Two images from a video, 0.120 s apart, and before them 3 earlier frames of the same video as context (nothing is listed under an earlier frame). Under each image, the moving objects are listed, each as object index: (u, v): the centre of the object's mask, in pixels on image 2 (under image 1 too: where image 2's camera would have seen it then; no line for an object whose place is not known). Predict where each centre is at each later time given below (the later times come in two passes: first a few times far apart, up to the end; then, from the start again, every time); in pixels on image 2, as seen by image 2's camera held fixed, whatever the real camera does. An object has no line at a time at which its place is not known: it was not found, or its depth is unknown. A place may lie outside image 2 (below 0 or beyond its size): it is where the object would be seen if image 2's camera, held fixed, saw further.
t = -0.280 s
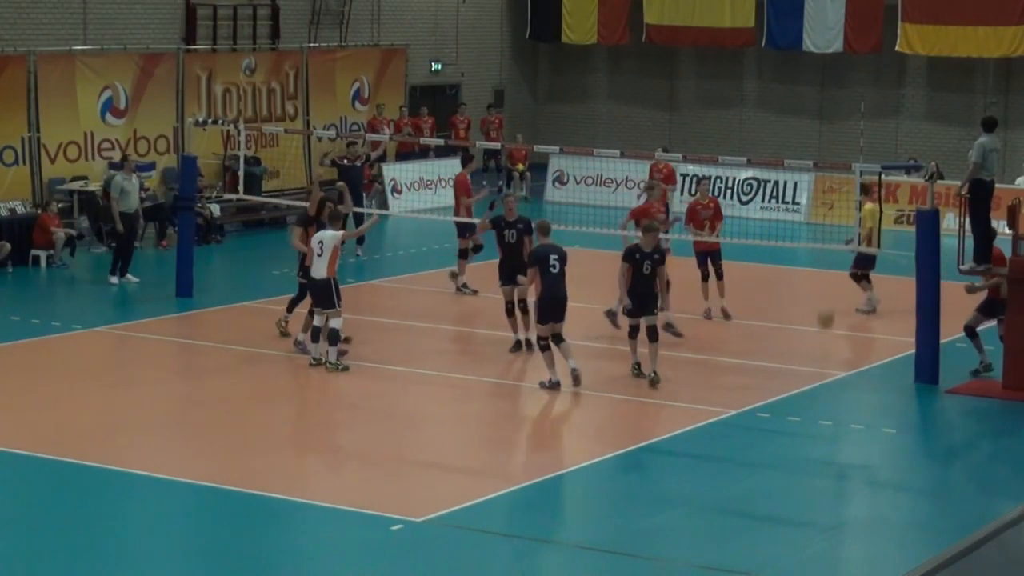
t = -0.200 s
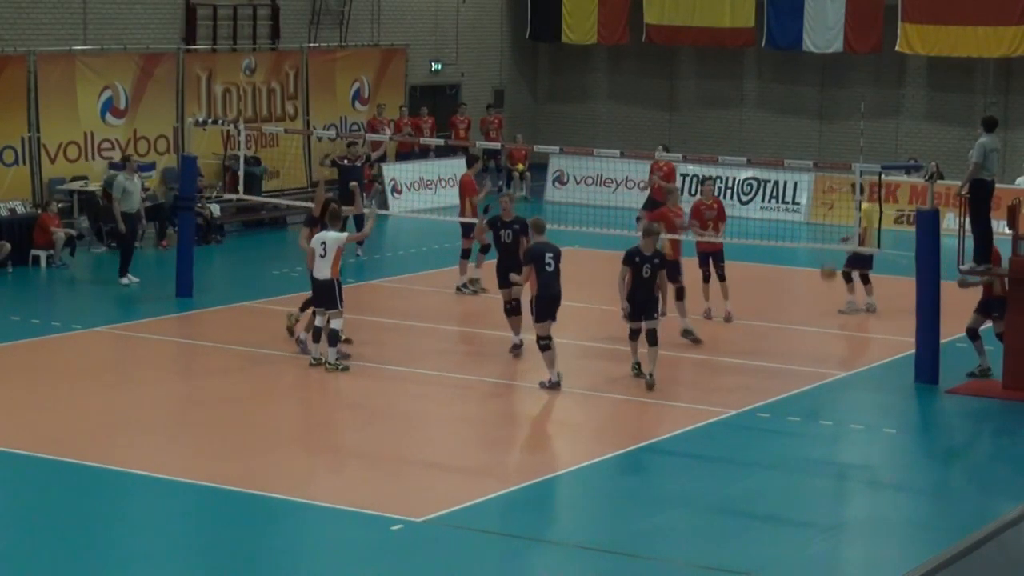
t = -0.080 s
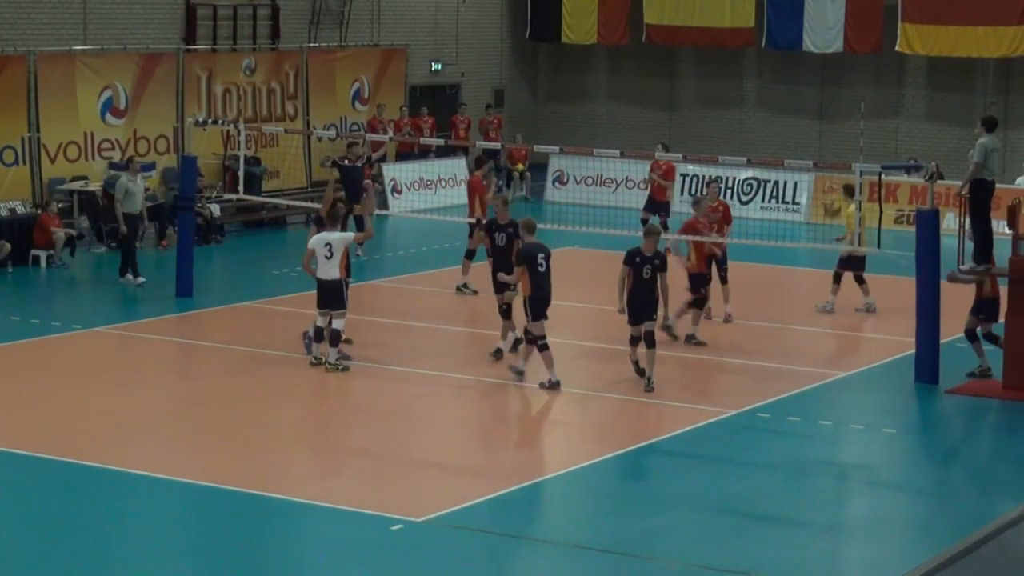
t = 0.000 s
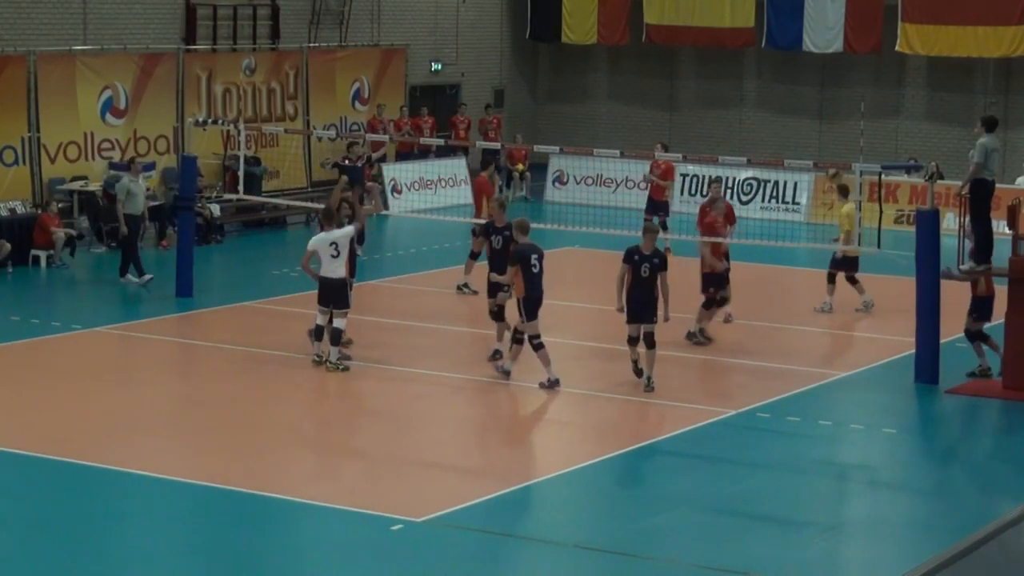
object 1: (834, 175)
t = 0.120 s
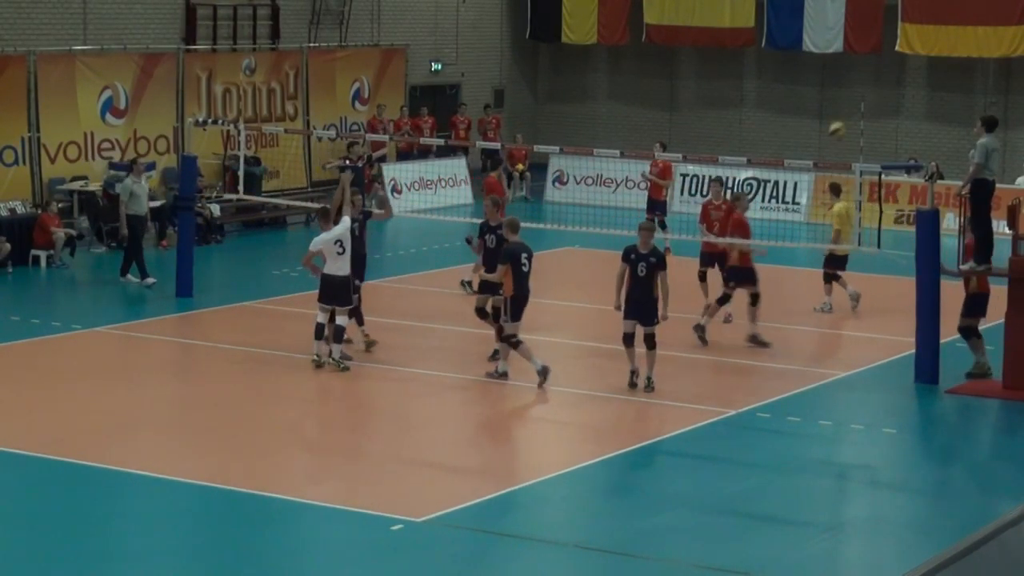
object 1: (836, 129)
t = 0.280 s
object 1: (839, 92)
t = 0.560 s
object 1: (841, 75)
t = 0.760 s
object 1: (841, 98)
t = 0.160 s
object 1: (836, 119)
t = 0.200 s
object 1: (837, 109)
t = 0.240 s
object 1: (838, 99)
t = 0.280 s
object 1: (839, 92)
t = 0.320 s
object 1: (839, 85)
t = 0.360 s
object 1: (840, 79)
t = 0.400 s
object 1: (840, 76)
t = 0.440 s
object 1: (841, 74)
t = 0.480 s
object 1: (840, 73)
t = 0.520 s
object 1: (841, 74)
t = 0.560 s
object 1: (841, 75)
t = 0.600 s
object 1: (841, 77)
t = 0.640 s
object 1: (841, 81)
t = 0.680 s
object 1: (841, 85)
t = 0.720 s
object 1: (841, 92)
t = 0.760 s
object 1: (841, 98)
